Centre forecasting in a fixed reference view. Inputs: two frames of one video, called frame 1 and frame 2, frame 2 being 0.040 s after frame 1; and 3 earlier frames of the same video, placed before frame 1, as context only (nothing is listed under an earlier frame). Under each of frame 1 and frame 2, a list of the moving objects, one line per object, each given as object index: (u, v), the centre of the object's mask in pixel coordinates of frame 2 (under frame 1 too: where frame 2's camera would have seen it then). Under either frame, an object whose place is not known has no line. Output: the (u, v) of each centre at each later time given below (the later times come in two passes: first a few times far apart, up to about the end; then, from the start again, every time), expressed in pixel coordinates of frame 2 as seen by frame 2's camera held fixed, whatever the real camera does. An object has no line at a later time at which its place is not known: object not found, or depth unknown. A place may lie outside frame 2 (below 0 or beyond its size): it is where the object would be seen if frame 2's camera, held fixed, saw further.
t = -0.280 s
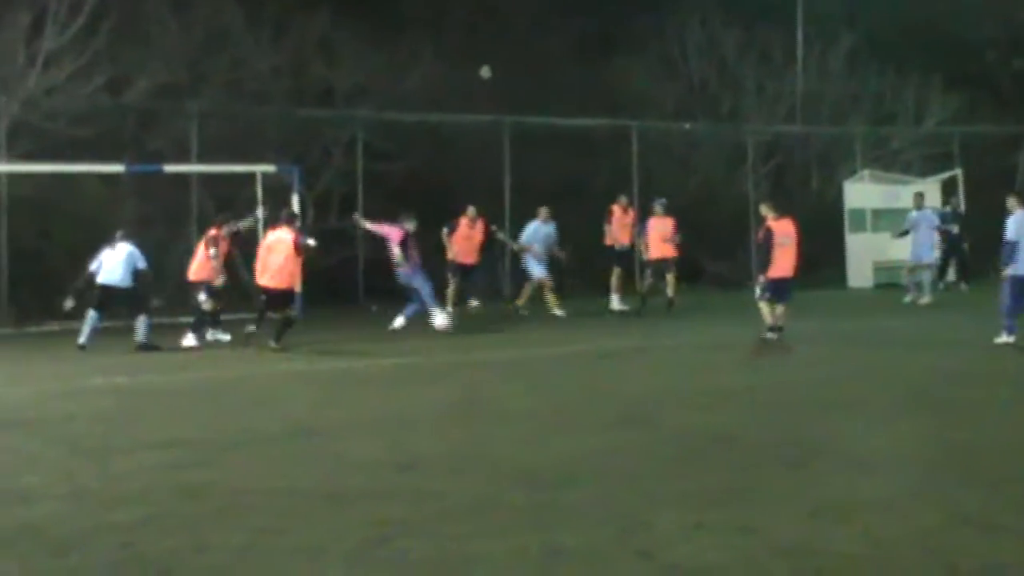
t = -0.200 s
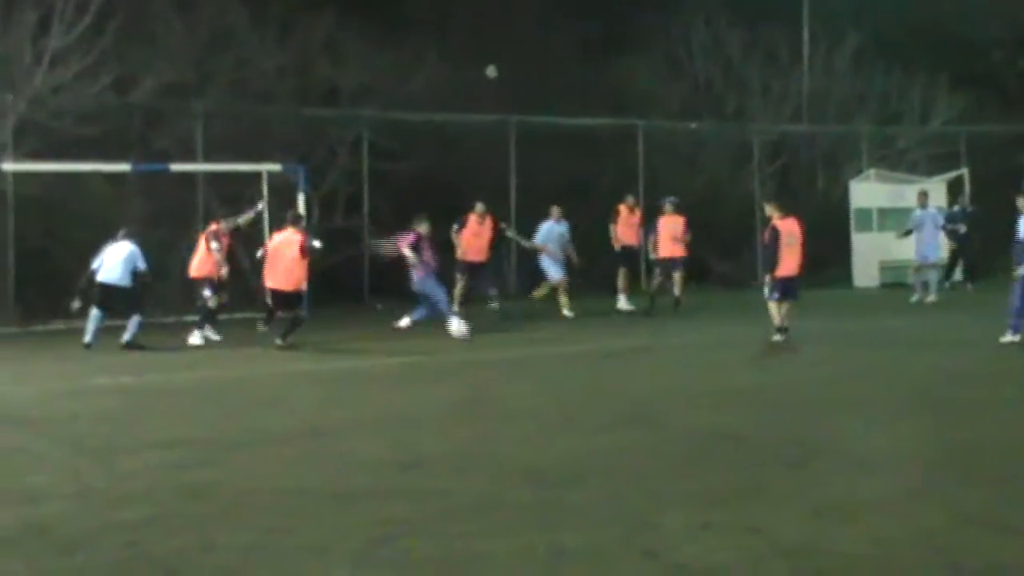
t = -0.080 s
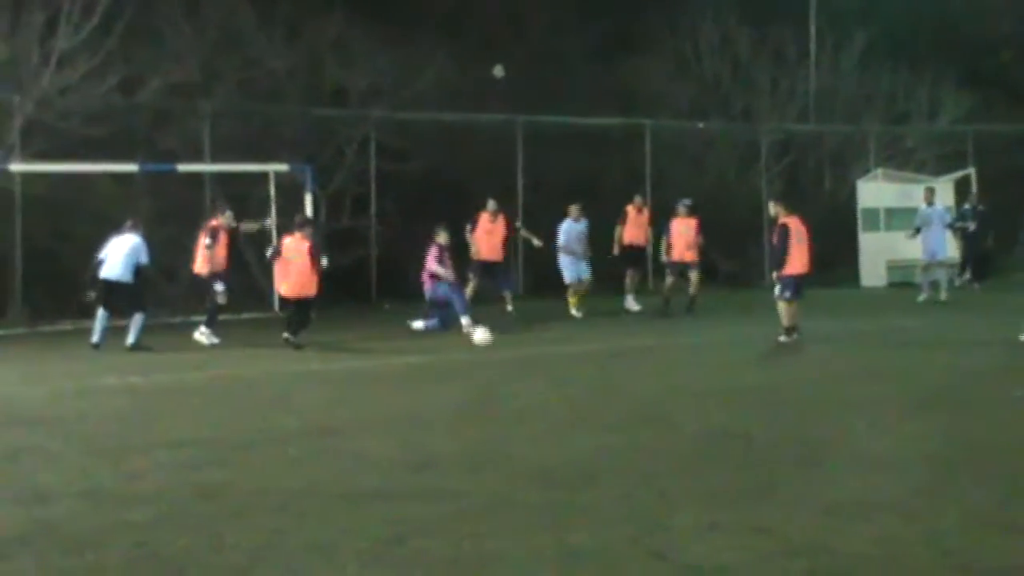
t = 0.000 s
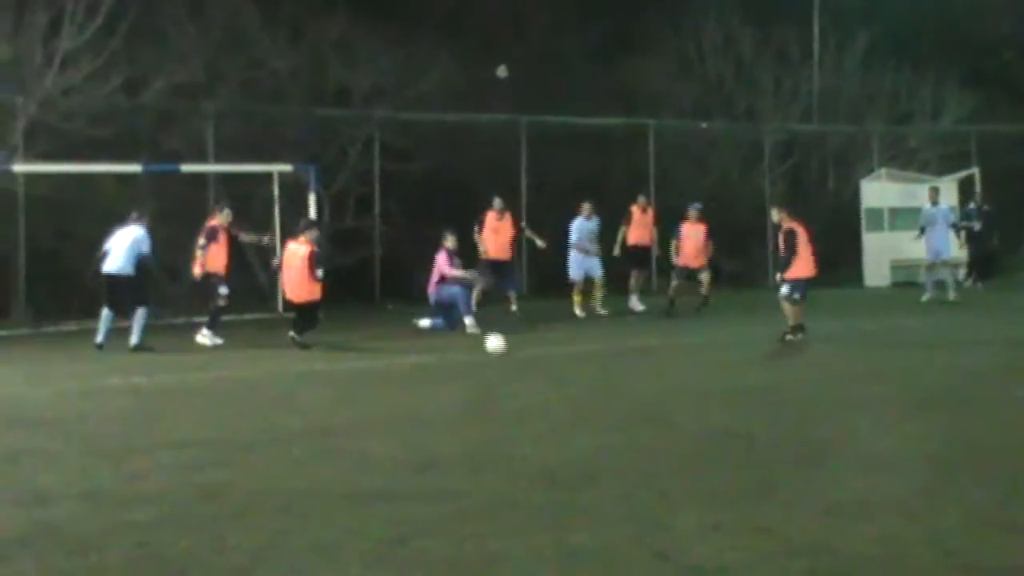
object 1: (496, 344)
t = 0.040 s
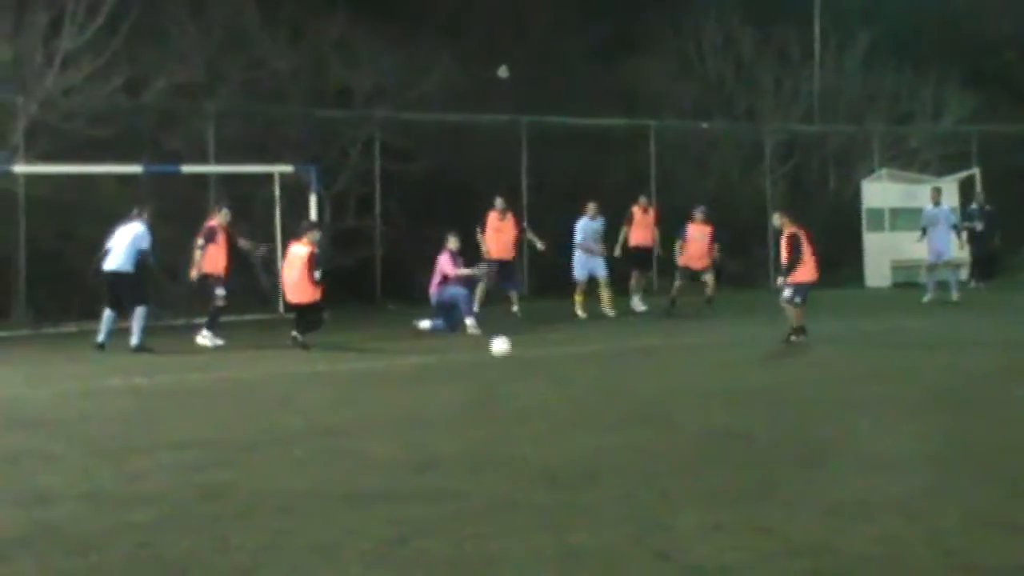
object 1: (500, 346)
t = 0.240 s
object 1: (520, 360)
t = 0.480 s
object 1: (546, 364)
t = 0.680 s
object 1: (571, 387)
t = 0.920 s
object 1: (607, 417)
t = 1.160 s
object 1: (645, 427)
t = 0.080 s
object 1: (505, 345)
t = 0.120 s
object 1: (510, 346)
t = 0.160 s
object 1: (513, 348)
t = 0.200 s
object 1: (516, 353)
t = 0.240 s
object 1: (520, 360)
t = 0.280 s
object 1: (523, 361)
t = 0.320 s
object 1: (527, 357)
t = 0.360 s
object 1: (532, 356)
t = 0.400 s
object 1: (537, 356)
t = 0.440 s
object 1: (542, 359)
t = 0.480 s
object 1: (546, 364)
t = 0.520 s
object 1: (551, 371)
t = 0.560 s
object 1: (555, 381)
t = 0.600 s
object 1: (560, 392)
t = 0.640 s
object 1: (565, 391)
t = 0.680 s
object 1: (571, 387)
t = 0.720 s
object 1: (578, 386)
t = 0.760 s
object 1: (584, 388)
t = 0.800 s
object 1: (589, 390)
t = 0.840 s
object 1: (595, 397)
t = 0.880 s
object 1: (601, 406)
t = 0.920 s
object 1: (607, 417)
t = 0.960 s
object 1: (614, 424)
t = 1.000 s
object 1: (619, 420)
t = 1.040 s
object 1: (626, 418)
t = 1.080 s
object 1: (632, 419)
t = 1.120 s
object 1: (639, 422)
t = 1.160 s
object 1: (645, 427)
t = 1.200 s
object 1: (652, 436)
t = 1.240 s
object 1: (660, 449)
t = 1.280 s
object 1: (665, 460)
